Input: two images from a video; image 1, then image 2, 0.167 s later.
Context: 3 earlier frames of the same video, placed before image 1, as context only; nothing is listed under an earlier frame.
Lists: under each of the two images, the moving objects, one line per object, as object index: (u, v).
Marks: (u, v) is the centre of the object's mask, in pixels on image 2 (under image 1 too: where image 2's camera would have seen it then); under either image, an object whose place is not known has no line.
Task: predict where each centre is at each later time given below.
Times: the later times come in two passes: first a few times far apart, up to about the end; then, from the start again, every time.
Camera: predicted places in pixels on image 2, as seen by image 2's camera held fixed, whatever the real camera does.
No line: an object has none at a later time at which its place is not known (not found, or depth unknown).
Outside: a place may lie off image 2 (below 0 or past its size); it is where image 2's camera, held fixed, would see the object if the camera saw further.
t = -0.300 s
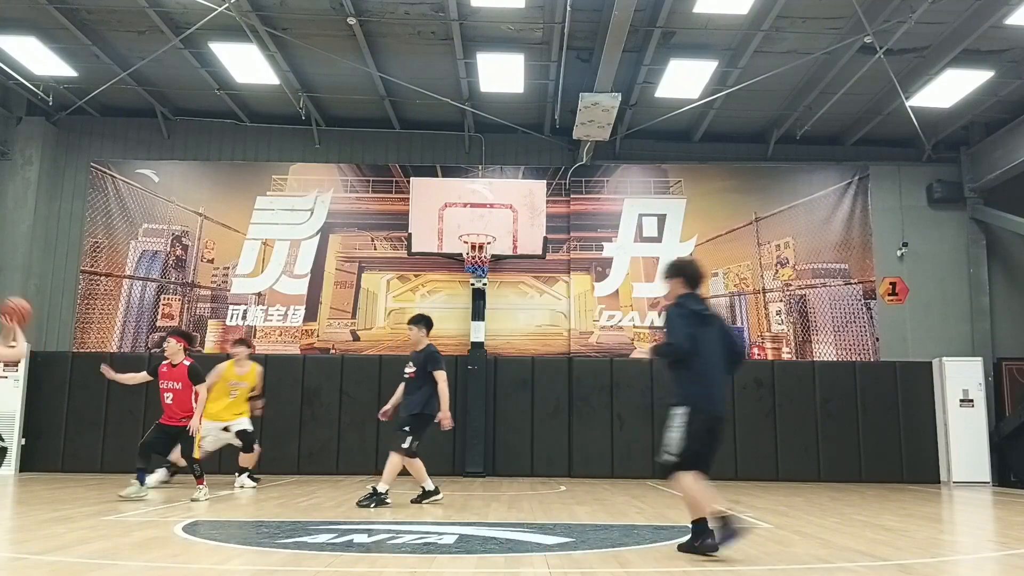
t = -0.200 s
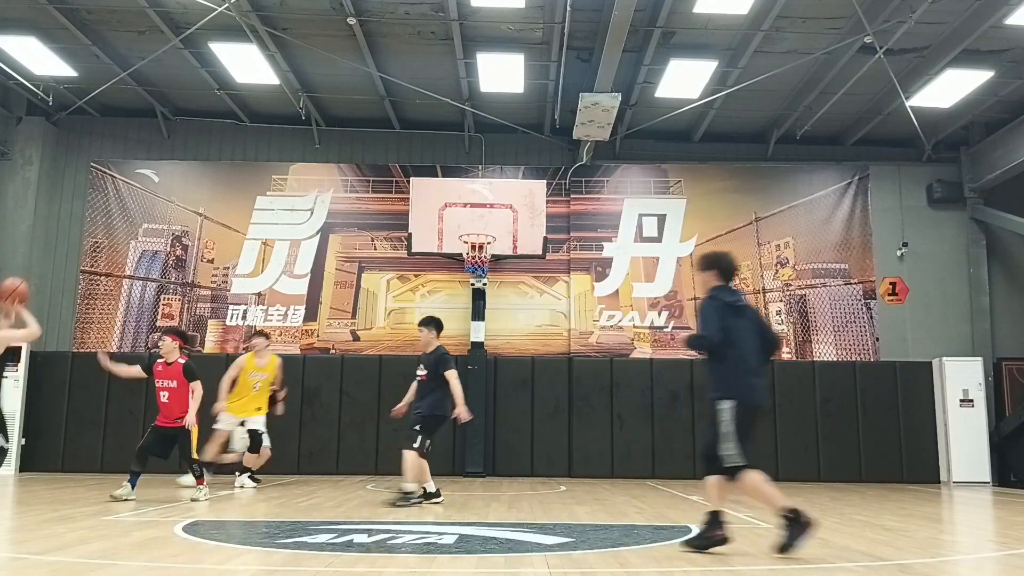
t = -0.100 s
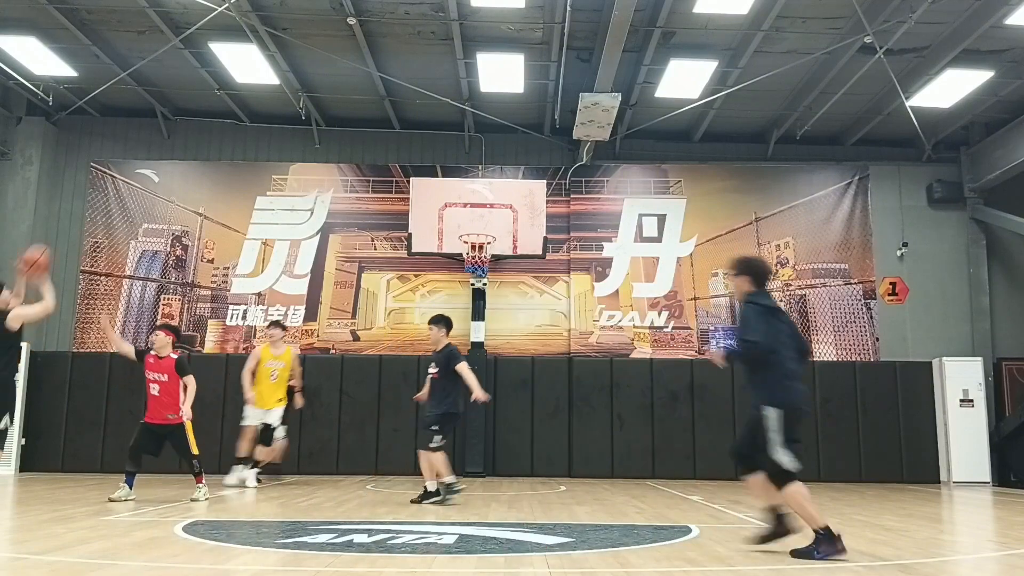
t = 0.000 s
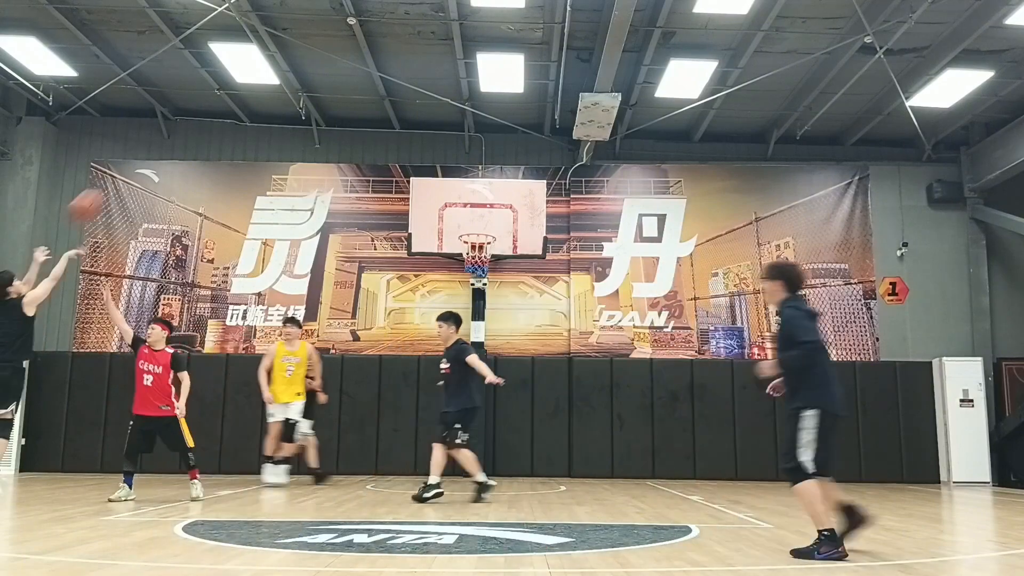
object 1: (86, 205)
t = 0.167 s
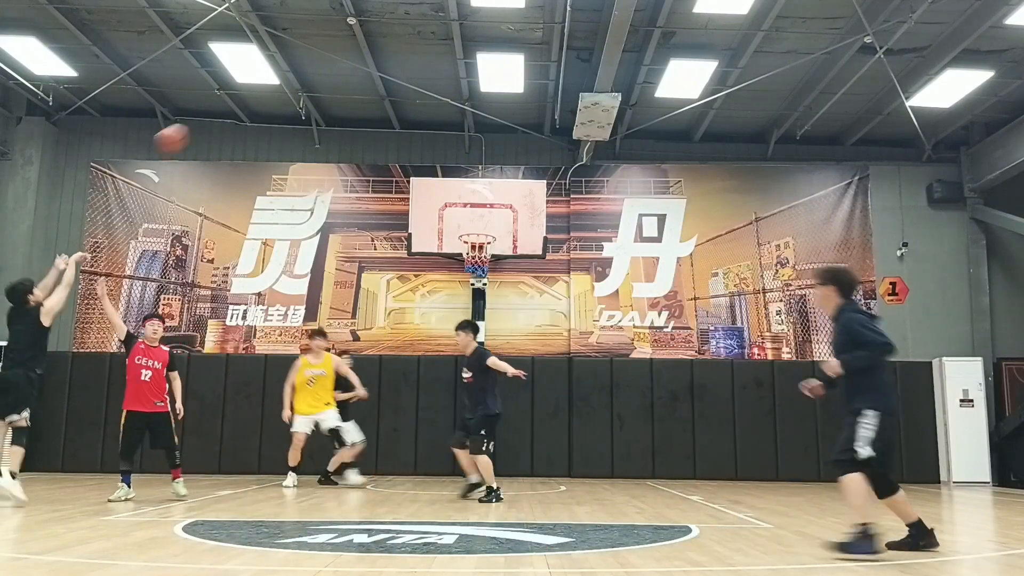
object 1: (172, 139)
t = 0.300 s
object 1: (231, 108)
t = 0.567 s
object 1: (328, 98)
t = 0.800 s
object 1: (398, 135)
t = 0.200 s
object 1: (187, 130)
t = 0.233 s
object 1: (203, 122)
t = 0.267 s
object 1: (217, 114)
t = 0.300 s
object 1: (231, 108)
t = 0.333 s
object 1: (244, 104)
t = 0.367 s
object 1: (257, 100)
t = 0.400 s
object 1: (269, 98)
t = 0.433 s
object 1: (281, 96)
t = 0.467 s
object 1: (293, 95)
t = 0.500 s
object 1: (305, 95)
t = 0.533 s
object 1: (316, 97)
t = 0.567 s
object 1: (328, 98)
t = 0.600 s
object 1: (338, 101)
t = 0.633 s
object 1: (349, 105)
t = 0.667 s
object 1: (360, 110)
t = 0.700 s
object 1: (369, 115)
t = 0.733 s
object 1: (379, 121)
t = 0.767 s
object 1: (389, 128)
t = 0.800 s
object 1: (398, 135)
